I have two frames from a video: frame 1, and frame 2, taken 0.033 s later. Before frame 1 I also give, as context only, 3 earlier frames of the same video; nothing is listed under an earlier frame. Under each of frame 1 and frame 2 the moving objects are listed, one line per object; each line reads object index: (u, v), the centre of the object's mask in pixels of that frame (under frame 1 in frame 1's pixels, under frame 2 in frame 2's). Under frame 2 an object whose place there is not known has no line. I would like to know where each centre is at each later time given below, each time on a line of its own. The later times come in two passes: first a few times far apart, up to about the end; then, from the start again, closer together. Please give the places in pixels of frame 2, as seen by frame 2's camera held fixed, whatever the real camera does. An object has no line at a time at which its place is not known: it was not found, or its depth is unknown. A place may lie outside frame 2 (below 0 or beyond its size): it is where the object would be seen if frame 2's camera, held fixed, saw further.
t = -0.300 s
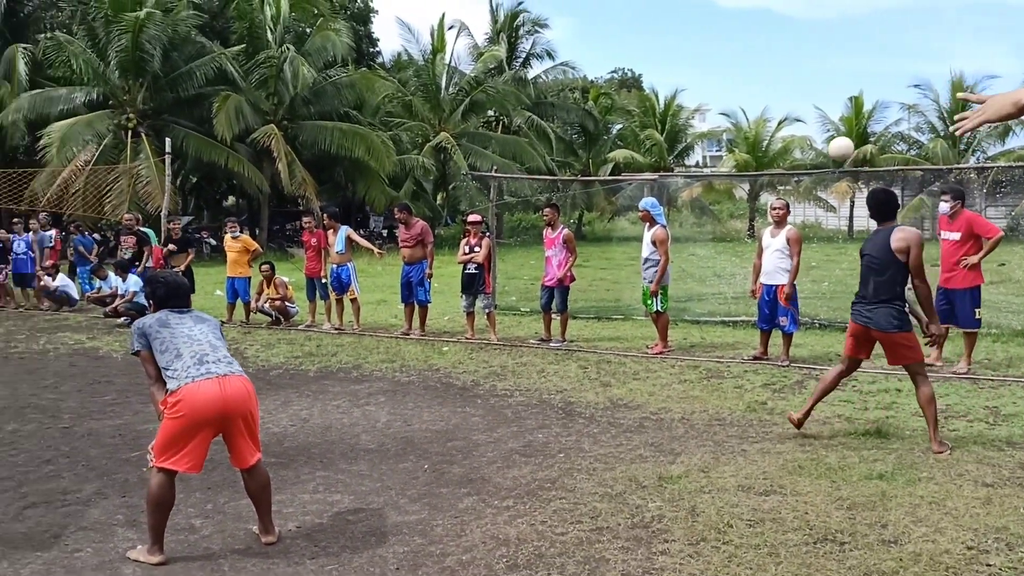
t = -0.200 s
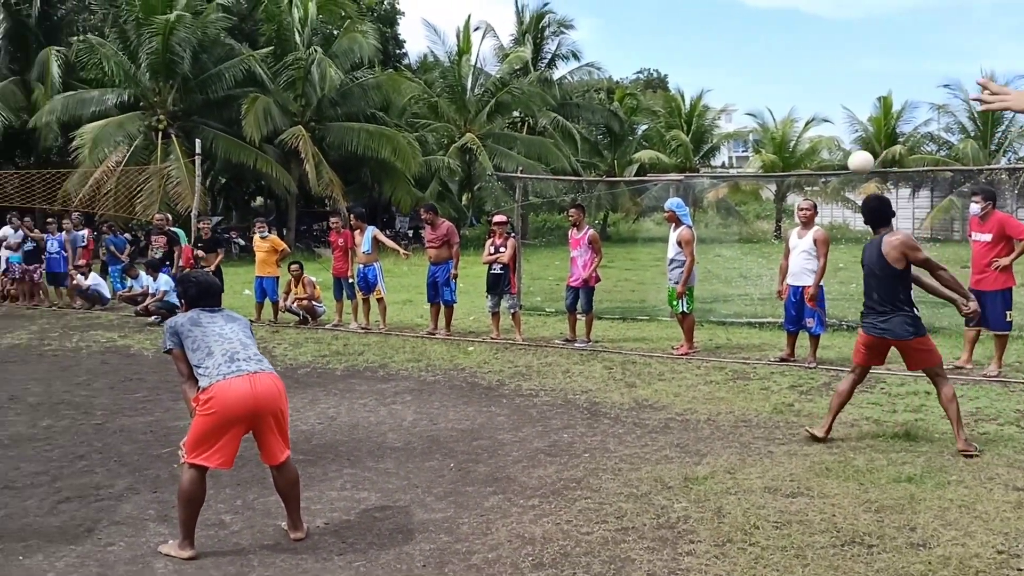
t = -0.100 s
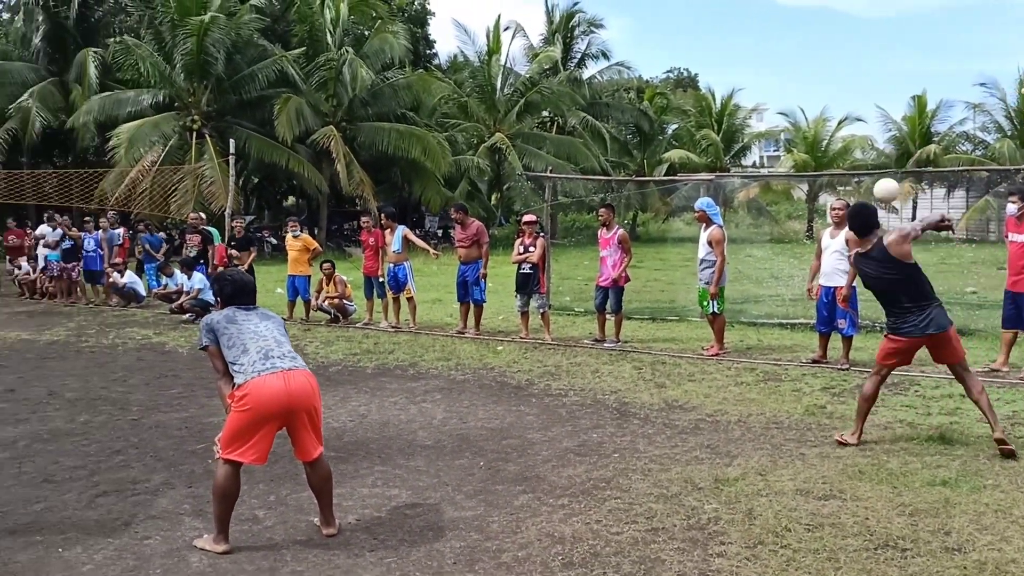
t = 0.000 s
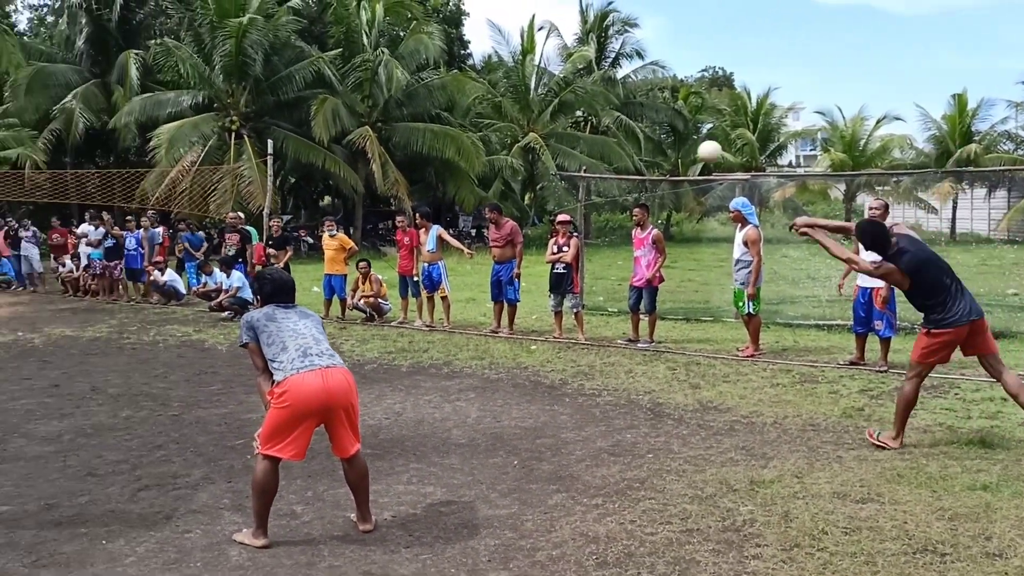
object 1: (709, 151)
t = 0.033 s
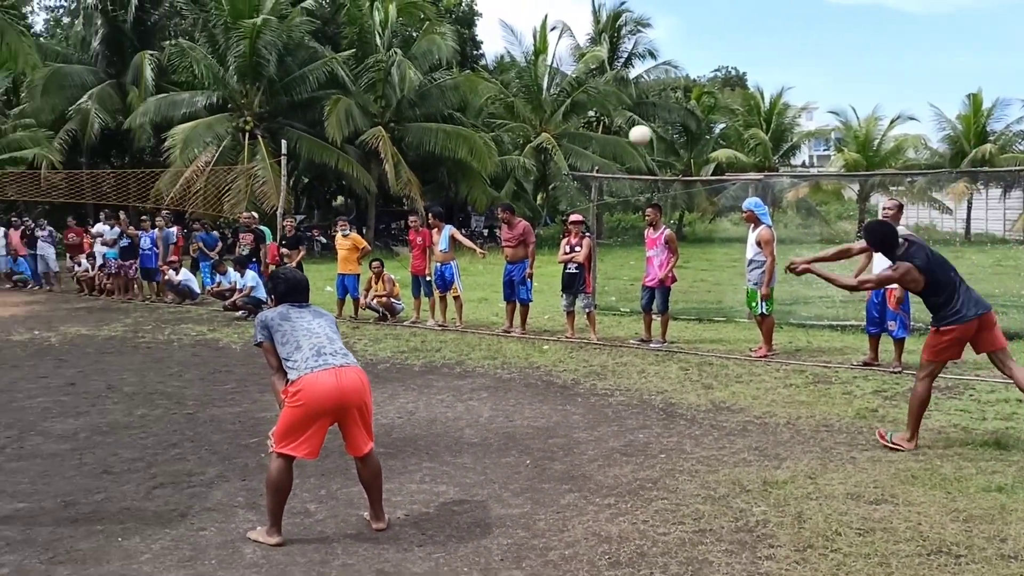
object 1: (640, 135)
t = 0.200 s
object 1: (319, 95)
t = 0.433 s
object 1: (27, 108)
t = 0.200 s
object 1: (319, 95)
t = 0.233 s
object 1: (268, 93)
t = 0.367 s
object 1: (97, 99)
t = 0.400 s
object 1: (61, 103)
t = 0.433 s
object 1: (27, 108)
